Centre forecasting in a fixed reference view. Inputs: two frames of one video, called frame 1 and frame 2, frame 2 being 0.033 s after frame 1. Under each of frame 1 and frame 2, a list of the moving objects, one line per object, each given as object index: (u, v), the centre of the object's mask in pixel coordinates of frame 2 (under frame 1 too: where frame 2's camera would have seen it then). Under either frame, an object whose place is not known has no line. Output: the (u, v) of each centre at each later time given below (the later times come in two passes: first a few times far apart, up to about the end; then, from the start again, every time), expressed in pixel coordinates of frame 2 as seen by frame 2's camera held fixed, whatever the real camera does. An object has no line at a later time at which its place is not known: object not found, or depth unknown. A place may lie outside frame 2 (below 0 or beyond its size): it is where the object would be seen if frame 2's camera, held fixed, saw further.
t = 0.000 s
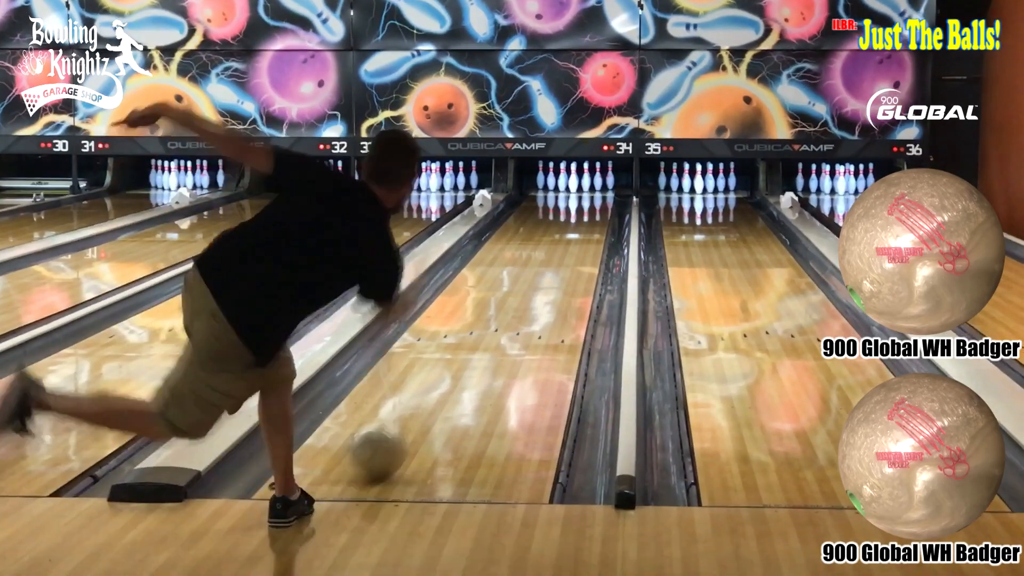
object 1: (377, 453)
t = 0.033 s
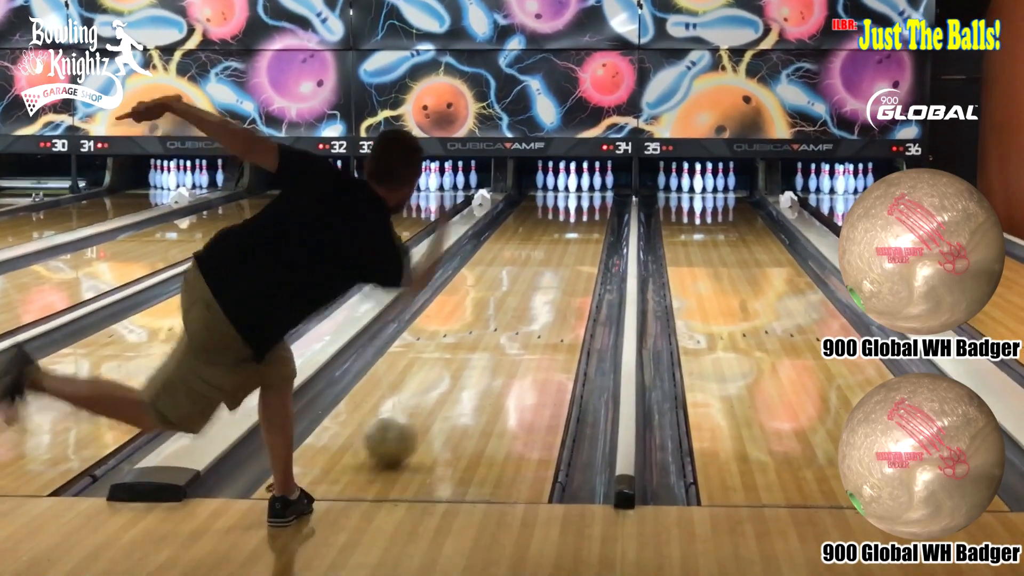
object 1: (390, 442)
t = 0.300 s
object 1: (465, 364)
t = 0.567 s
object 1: (512, 314)
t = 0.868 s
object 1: (550, 275)
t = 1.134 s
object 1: (572, 250)
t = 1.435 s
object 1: (588, 228)
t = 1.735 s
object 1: (596, 212)
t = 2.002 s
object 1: (594, 200)
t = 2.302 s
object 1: (581, 190)
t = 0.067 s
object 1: (400, 432)
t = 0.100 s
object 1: (412, 421)
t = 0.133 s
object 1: (421, 412)
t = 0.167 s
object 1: (433, 403)
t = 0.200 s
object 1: (442, 388)
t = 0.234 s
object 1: (450, 379)
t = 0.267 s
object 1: (458, 372)
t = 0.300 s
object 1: (465, 364)
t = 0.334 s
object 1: (473, 356)
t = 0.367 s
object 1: (480, 349)
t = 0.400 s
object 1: (487, 342)
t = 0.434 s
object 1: (492, 336)
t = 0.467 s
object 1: (498, 329)
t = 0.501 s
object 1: (504, 324)
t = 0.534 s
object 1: (508, 318)
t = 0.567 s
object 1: (512, 314)
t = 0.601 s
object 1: (519, 308)
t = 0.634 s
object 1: (523, 304)
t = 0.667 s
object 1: (526, 300)
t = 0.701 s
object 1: (532, 295)
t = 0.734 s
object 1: (536, 290)
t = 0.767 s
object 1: (540, 286)
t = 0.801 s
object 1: (543, 282)
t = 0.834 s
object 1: (547, 278)
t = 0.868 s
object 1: (550, 275)
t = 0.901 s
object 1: (553, 271)
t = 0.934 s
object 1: (556, 268)
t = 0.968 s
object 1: (559, 265)
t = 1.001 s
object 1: (562, 261)
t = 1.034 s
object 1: (564, 258)
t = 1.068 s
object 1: (566, 255)
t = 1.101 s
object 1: (569, 253)
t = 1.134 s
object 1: (572, 250)
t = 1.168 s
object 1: (574, 247)
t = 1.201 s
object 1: (576, 245)
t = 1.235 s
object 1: (578, 242)
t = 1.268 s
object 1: (580, 239)
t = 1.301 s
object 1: (582, 237)
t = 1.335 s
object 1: (583, 235)
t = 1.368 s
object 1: (585, 232)
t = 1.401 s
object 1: (587, 231)
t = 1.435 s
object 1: (588, 228)
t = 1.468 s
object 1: (589, 226)
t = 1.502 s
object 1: (590, 224)
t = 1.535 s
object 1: (591, 222)
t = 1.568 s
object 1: (593, 220)
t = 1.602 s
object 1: (593, 218)
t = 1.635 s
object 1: (594, 217)
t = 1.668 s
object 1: (595, 215)
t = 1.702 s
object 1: (595, 214)
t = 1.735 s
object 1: (596, 212)
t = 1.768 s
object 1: (596, 210)
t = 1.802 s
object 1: (596, 209)
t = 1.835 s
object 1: (596, 207)
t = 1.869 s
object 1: (596, 206)
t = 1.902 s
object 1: (596, 205)
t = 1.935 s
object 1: (595, 203)
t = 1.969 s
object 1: (594, 202)
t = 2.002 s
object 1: (594, 200)
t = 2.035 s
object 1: (593, 199)
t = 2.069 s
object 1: (591, 198)
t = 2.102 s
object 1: (591, 196)
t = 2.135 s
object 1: (589, 195)
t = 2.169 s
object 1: (588, 194)
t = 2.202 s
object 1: (585, 193)
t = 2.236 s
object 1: (584, 192)
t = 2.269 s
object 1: (583, 191)
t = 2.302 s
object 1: (581, 190)
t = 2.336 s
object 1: (579, 189)
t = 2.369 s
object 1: (577, 188)
